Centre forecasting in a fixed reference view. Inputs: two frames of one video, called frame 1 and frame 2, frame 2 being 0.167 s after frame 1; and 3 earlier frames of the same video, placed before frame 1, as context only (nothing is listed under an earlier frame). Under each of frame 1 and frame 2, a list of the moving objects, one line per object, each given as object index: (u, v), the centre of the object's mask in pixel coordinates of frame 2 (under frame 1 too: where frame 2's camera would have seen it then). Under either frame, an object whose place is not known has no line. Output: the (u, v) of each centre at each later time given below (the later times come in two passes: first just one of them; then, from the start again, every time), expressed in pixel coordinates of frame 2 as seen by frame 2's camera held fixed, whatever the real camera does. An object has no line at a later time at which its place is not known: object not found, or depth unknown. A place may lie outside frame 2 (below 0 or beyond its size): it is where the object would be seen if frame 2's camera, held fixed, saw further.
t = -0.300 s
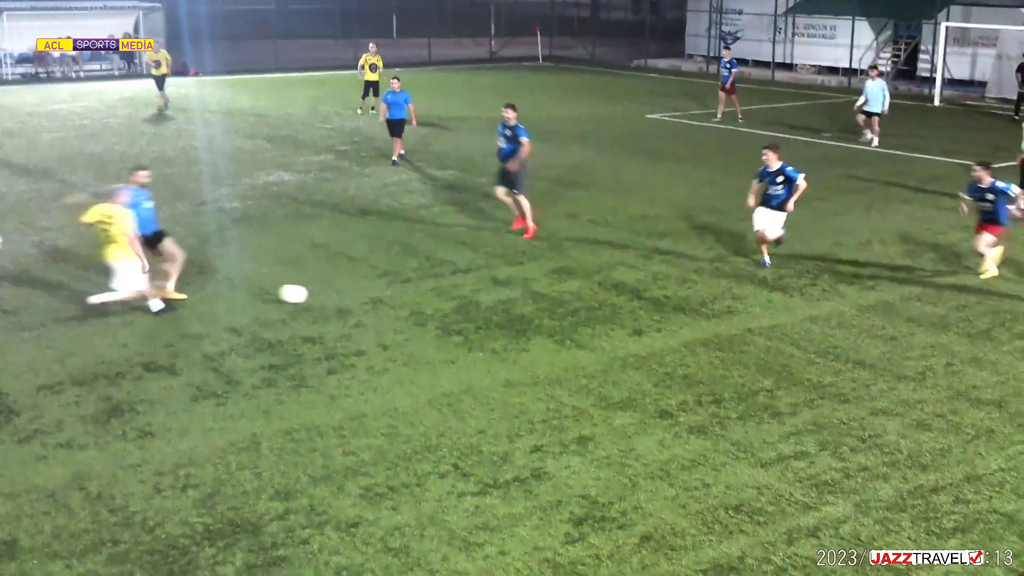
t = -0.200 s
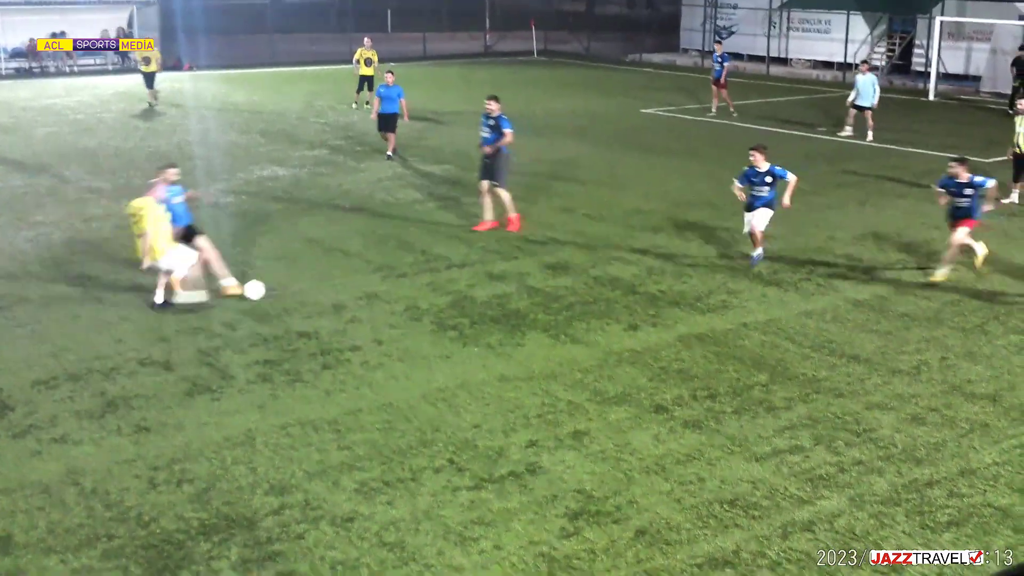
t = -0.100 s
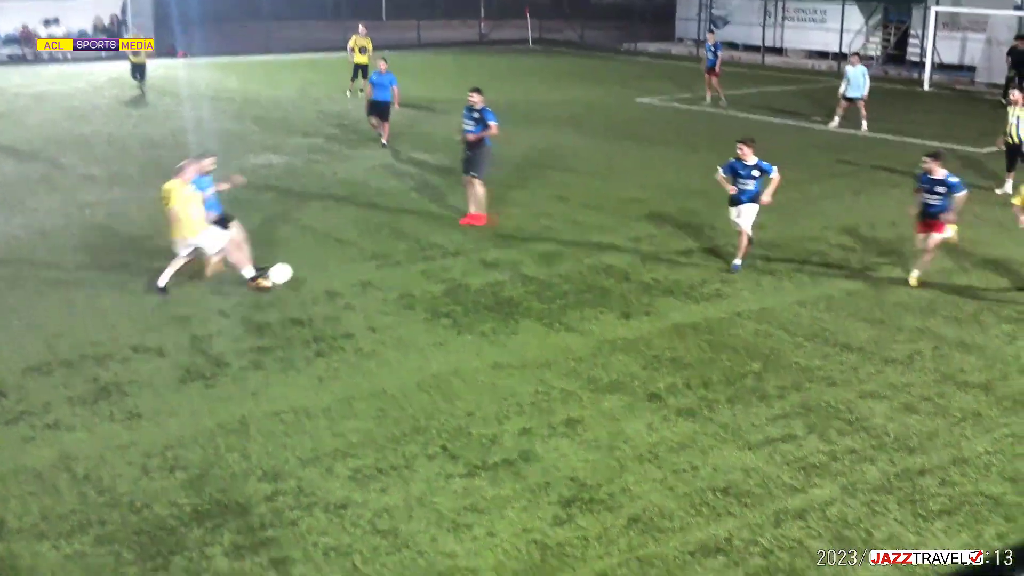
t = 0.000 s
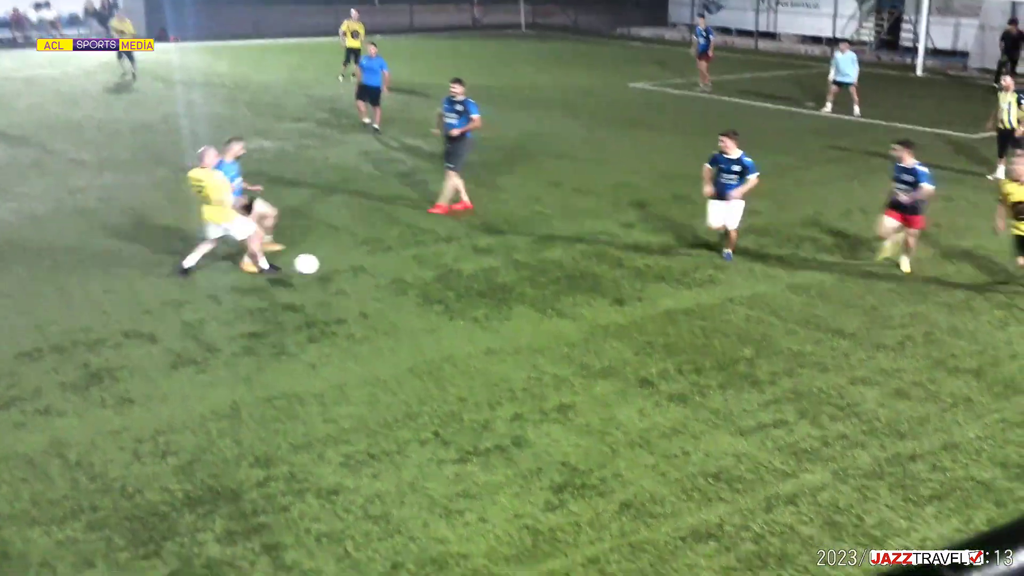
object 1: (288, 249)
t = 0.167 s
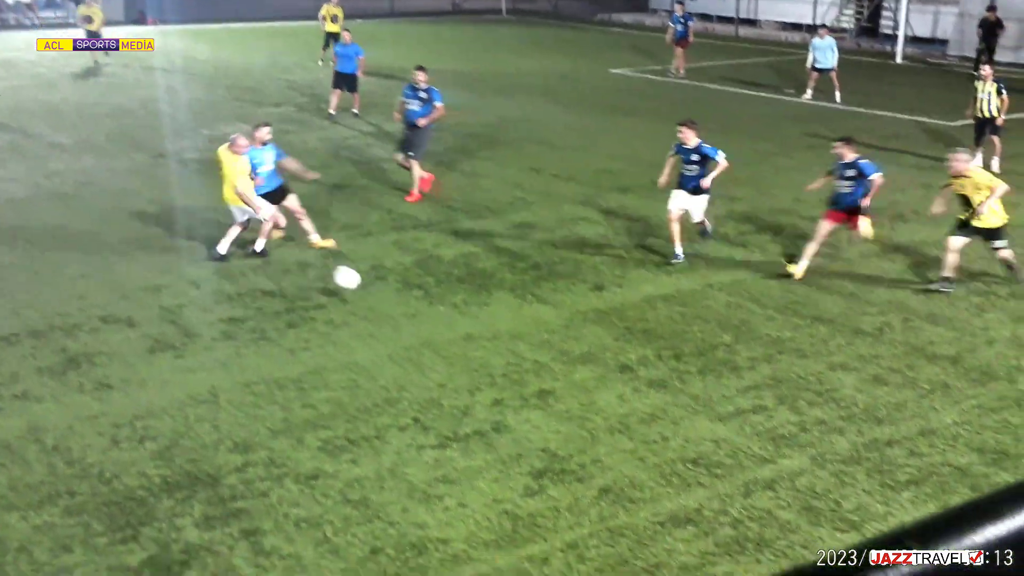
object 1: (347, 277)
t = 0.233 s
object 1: (371, 297)
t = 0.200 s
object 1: (359, 286)
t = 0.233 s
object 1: (371, 297)
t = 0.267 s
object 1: (383, 304)
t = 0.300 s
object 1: (391, 304)
